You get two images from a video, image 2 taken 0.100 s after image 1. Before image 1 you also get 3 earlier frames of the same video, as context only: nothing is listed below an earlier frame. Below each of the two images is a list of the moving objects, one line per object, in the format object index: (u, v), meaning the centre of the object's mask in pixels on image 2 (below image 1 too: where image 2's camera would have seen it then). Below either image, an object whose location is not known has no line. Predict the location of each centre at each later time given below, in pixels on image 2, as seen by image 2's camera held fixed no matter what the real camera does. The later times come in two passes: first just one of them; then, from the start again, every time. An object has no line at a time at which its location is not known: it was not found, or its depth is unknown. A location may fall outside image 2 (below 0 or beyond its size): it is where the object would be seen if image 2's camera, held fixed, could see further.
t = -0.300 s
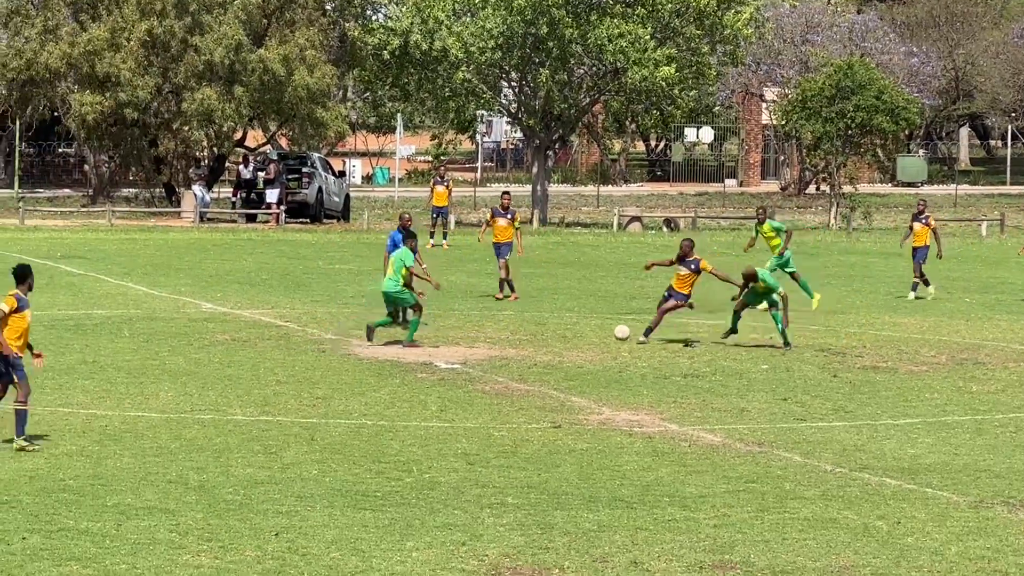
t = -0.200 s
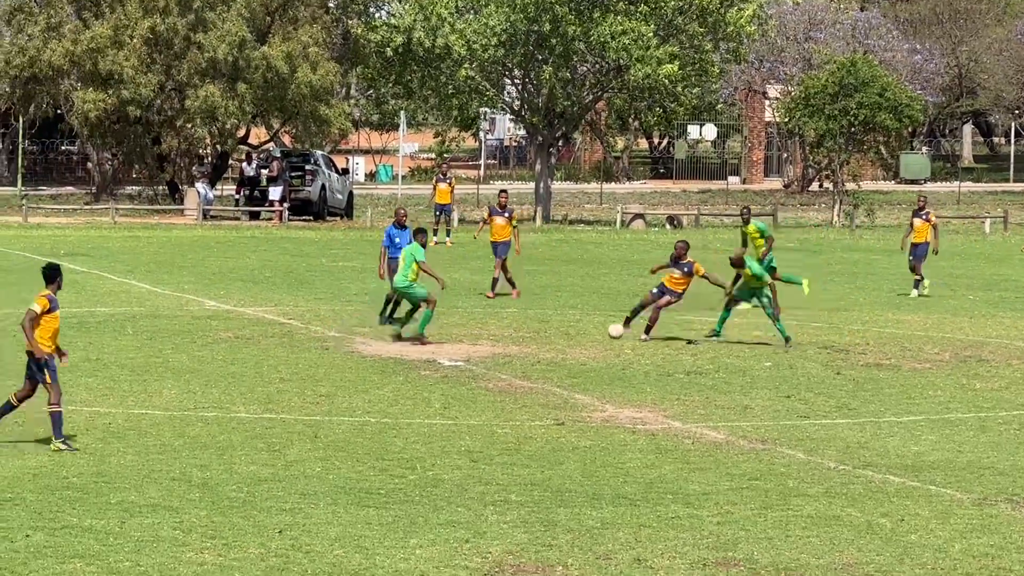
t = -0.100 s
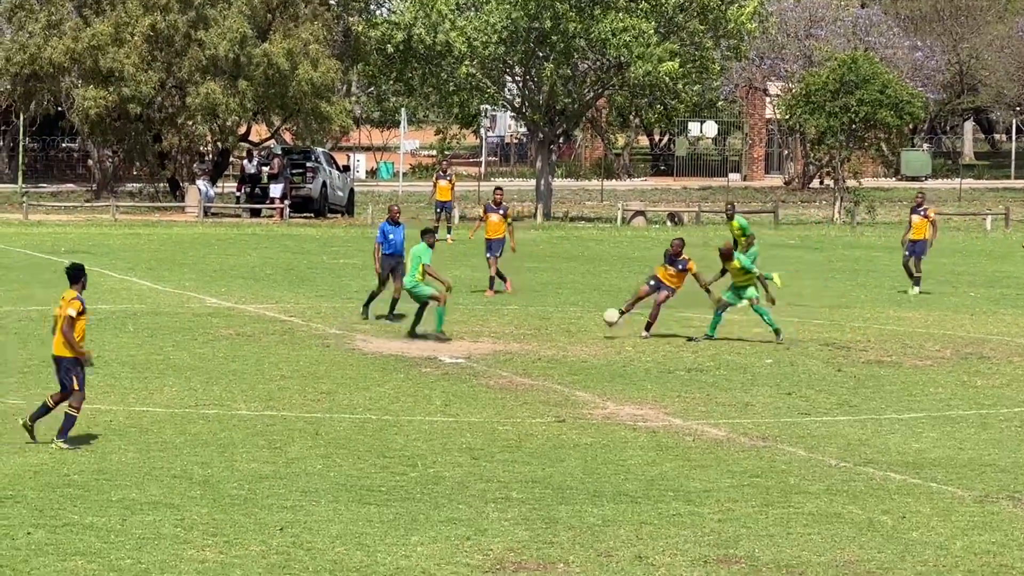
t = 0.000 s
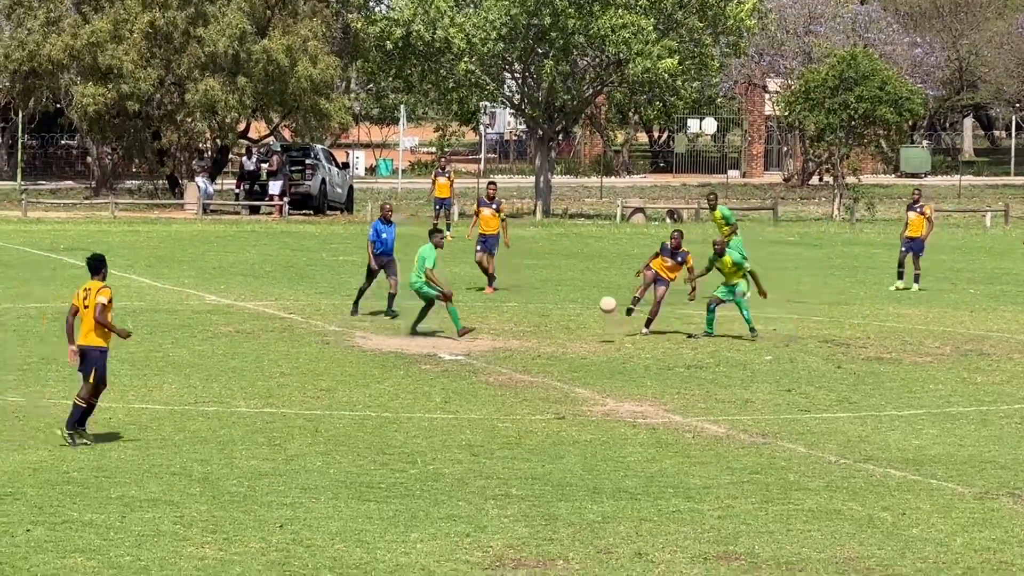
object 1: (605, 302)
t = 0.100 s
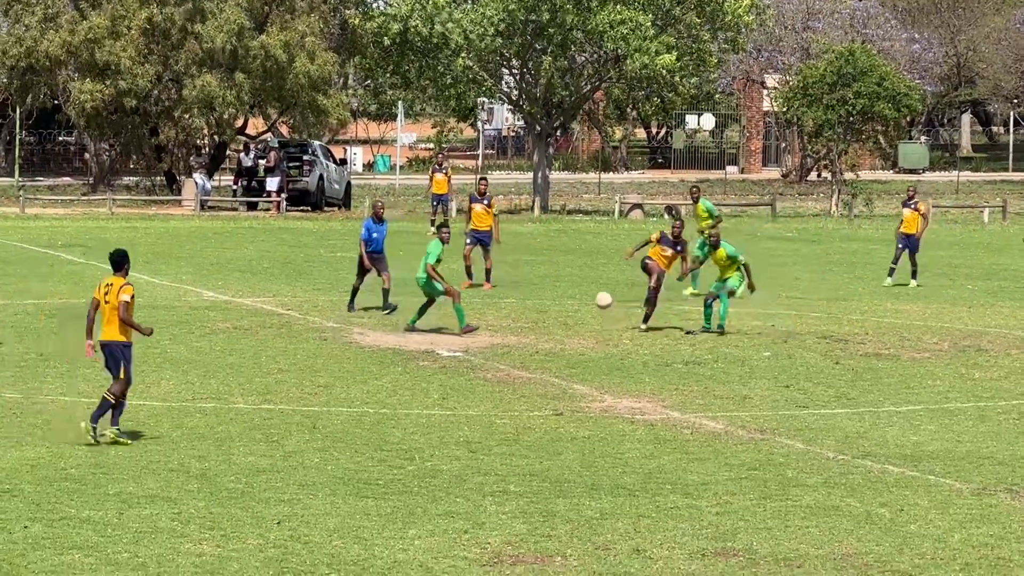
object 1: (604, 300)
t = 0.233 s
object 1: (601, 313)
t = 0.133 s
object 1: (603, 303)
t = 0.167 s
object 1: (602, 305)
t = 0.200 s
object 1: (602, 309)
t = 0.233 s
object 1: (601, 313)
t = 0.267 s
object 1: (601, 319)
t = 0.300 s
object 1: (600, 326)
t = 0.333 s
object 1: (600, 333)
